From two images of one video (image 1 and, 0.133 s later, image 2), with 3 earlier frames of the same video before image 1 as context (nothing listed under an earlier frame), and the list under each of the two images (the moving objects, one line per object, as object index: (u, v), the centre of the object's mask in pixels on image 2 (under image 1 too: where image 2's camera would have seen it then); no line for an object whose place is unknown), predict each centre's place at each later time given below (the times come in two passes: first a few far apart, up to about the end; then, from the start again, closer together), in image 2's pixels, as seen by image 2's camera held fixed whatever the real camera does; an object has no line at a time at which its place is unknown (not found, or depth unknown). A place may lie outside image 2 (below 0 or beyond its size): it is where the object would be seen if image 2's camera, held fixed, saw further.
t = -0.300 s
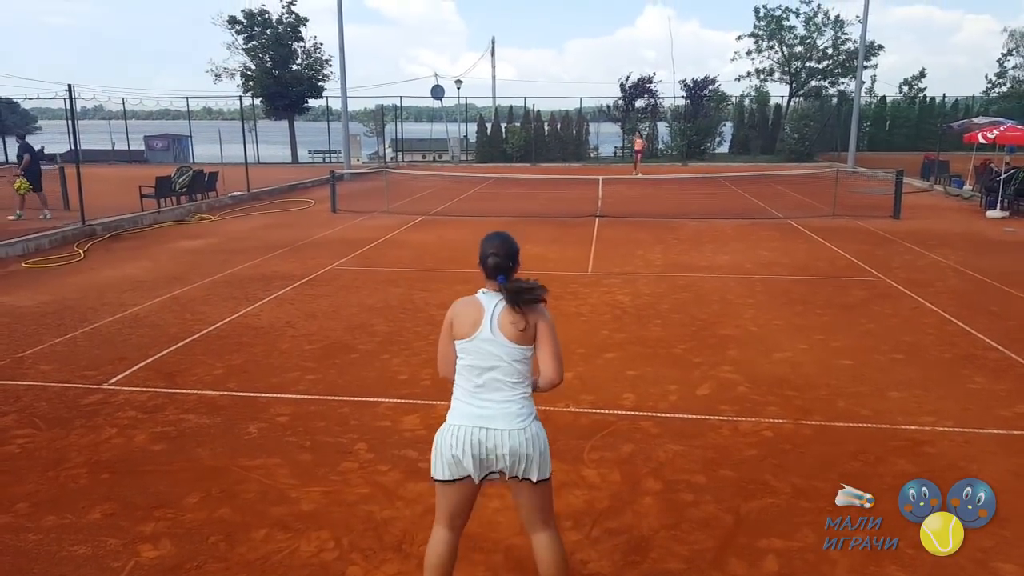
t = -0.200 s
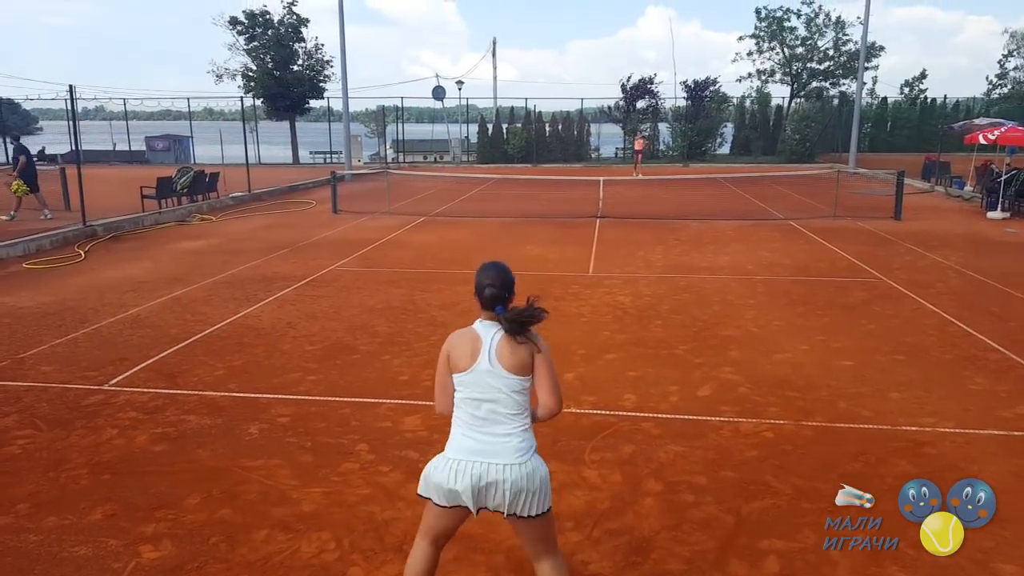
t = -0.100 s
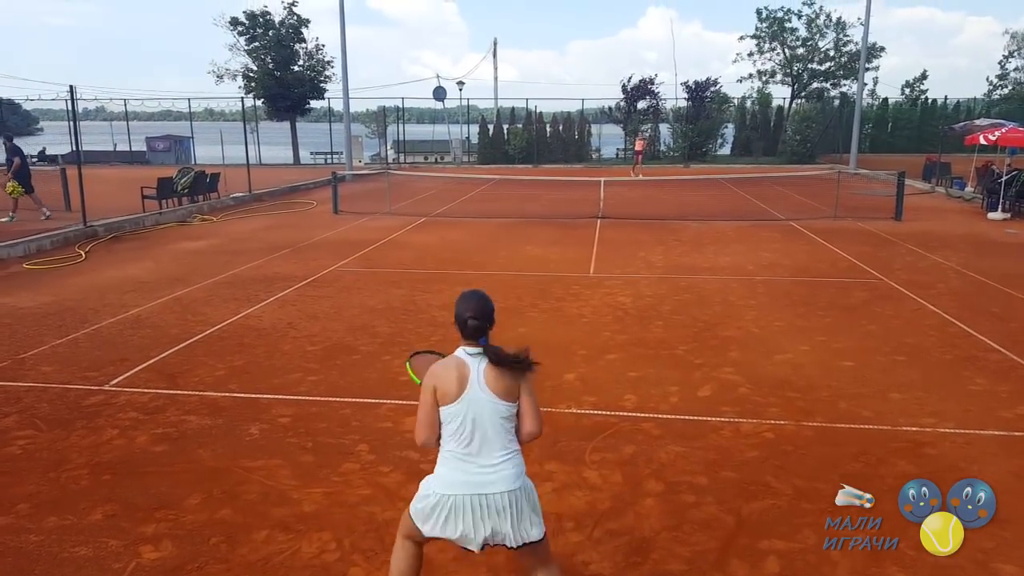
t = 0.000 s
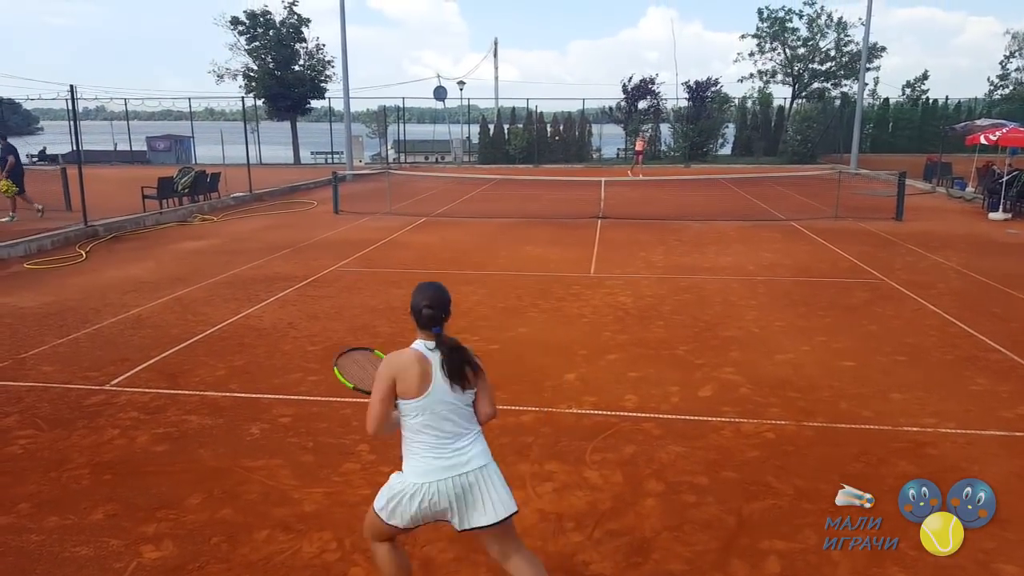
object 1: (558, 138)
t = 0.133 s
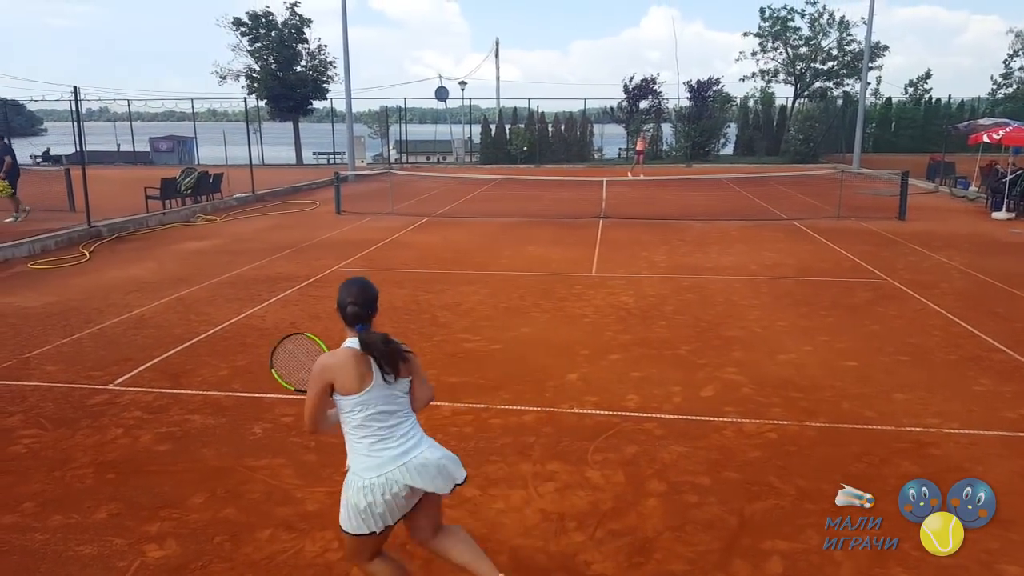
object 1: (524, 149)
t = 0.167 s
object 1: (514, 153)
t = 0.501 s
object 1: (350, 292)
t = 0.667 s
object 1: (234, 300)
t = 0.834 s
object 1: (56, 297)
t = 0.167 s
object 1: (514, 153)
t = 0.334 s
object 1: (451, 196)
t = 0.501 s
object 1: (350, 292)
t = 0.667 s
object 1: (234, 300)
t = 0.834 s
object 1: (56, 297)
